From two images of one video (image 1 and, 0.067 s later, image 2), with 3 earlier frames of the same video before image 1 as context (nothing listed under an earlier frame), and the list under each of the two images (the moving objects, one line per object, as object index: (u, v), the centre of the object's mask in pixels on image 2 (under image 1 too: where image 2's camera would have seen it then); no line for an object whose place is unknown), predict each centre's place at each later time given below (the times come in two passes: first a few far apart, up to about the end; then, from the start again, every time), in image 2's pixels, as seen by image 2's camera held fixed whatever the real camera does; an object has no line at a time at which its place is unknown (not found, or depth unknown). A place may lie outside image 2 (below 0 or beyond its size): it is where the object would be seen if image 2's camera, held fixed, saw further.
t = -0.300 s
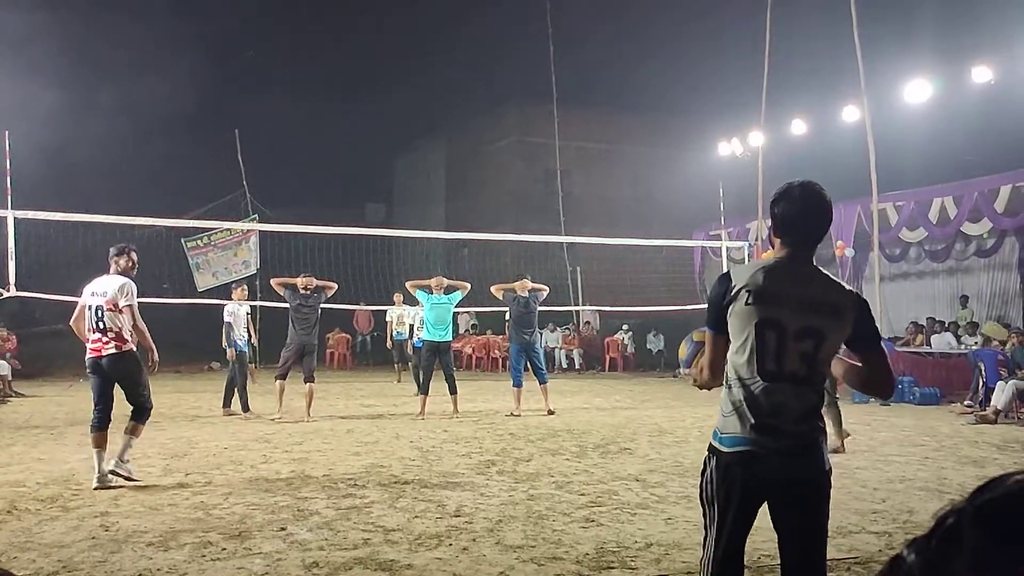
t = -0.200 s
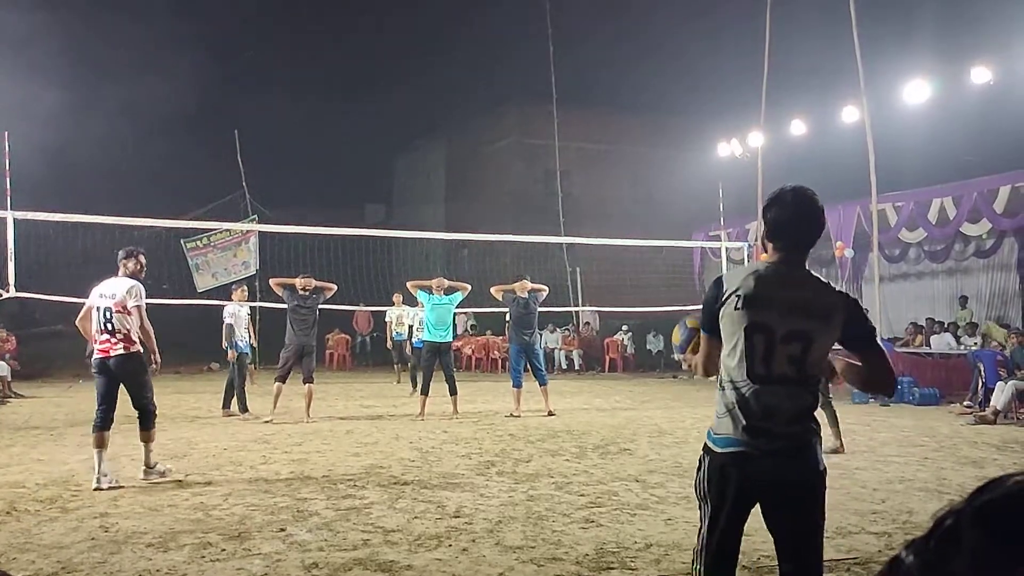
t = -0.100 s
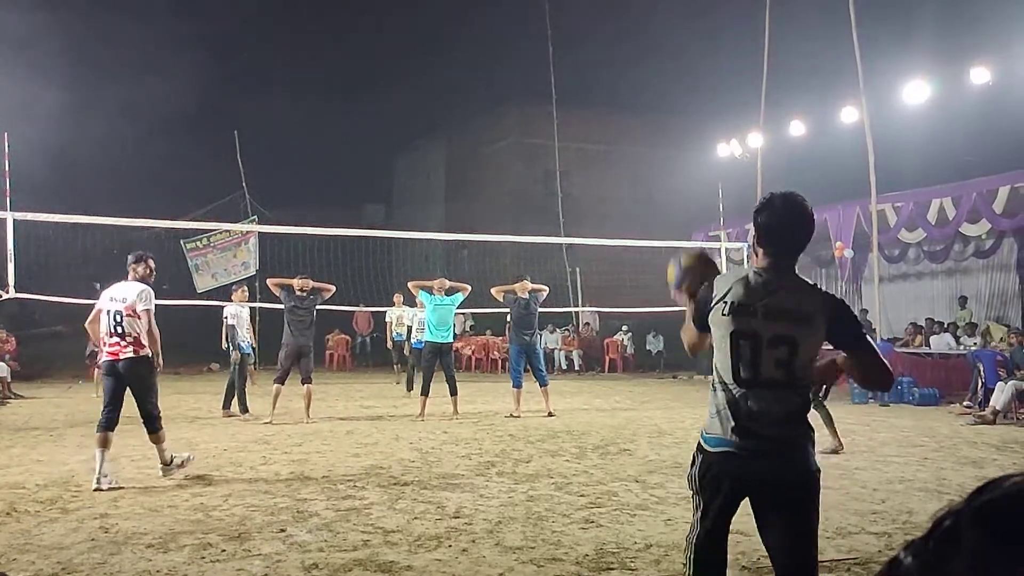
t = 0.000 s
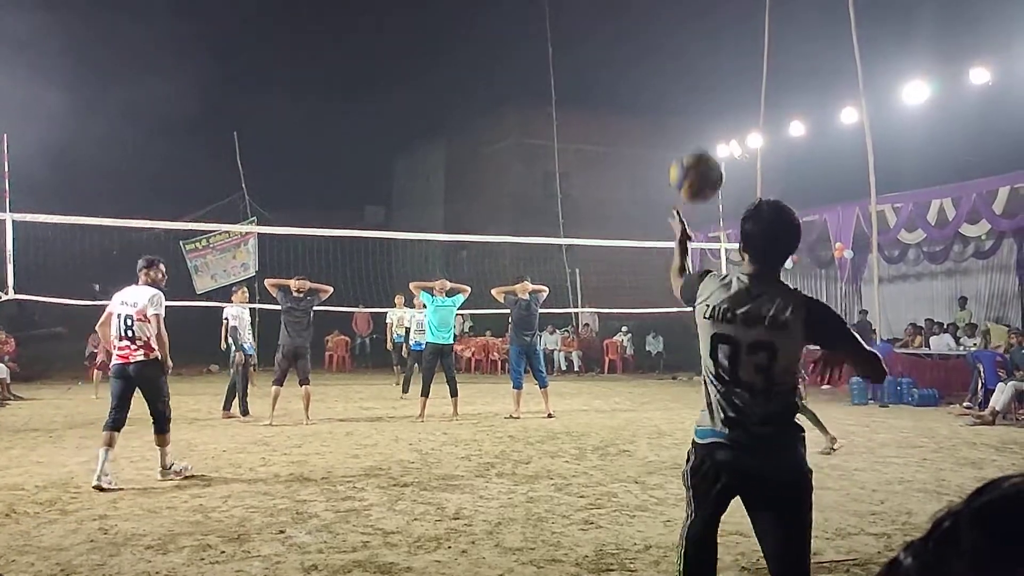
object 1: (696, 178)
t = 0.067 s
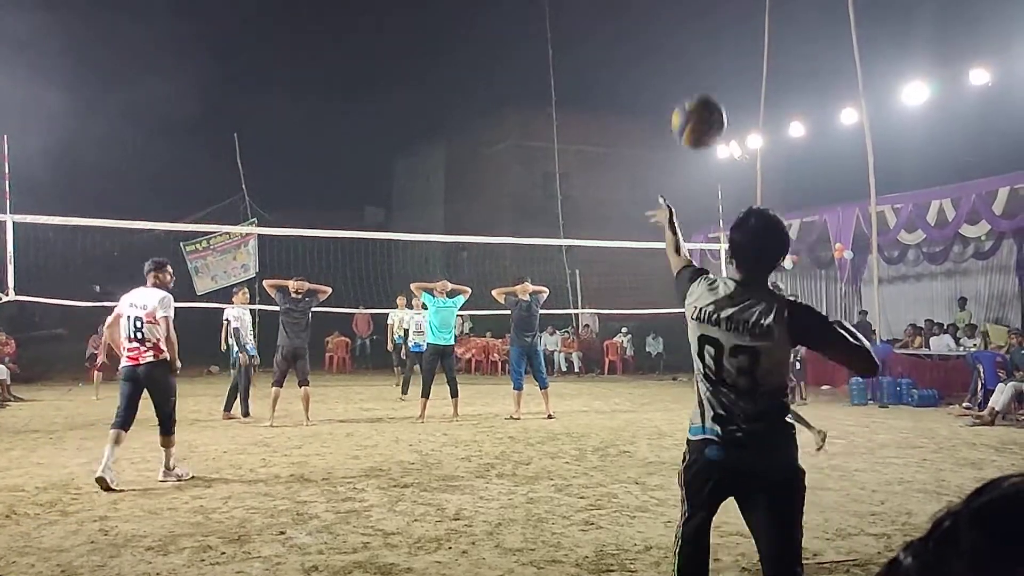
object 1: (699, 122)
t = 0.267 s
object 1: (703, 29)
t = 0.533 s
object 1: (708, 52)
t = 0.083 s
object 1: (699, 111)
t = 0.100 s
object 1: (699, 100)
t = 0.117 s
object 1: (699, 89)
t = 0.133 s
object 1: (700, 80)
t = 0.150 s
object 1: (700, 71)
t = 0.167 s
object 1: (700, 62)
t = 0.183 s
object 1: (701, 55)
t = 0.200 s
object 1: (702, 49)
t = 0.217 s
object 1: (702, 43)
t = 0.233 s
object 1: (702, 37)
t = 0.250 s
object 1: (702, 33)
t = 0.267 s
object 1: (703, 29)
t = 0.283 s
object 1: (703, 25)
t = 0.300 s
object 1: (704, 22)
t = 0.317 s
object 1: (704, 21)
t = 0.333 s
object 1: (704, 20)
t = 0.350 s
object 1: (704, 19)
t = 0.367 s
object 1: (705, 19)
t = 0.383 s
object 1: (705, 19)
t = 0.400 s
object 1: (705, 19)
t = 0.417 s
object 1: (706, 20)
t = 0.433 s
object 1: (706, 23)
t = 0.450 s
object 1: (706, 27)
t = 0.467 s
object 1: (707, 31)
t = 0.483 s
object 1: (707, 35)
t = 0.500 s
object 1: (708, 39)
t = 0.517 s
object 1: (708, 45)
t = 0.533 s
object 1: (708, 52)
